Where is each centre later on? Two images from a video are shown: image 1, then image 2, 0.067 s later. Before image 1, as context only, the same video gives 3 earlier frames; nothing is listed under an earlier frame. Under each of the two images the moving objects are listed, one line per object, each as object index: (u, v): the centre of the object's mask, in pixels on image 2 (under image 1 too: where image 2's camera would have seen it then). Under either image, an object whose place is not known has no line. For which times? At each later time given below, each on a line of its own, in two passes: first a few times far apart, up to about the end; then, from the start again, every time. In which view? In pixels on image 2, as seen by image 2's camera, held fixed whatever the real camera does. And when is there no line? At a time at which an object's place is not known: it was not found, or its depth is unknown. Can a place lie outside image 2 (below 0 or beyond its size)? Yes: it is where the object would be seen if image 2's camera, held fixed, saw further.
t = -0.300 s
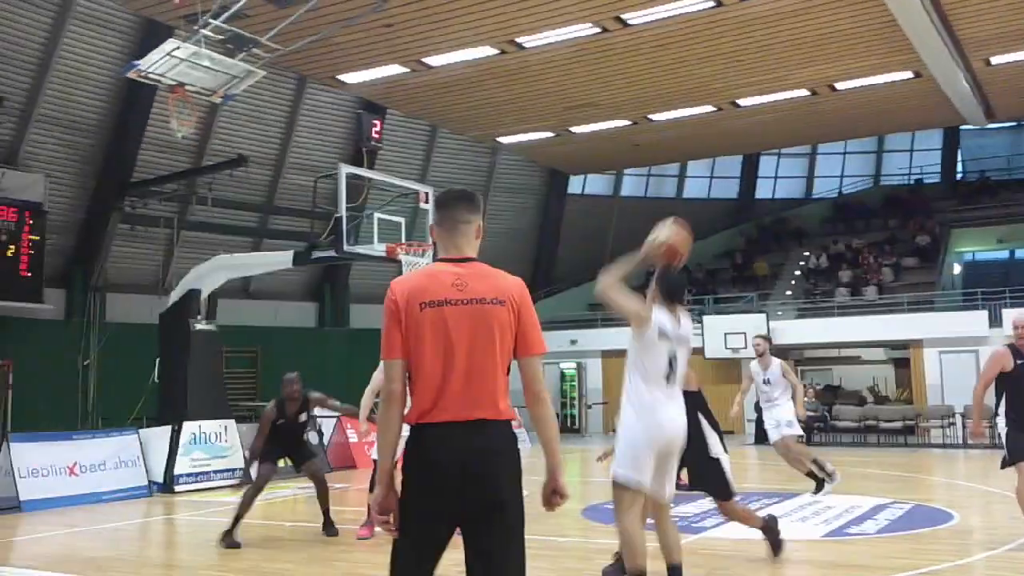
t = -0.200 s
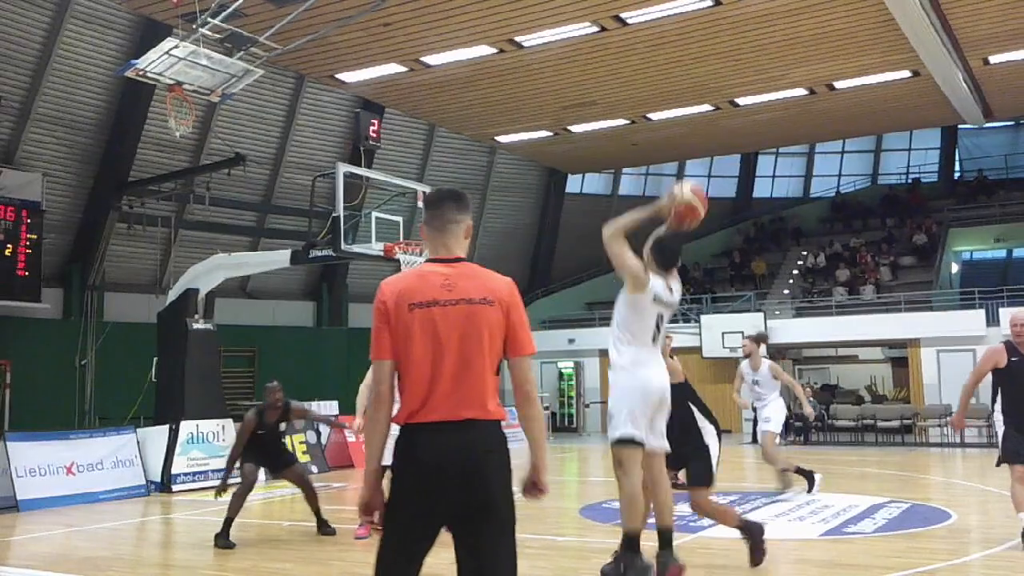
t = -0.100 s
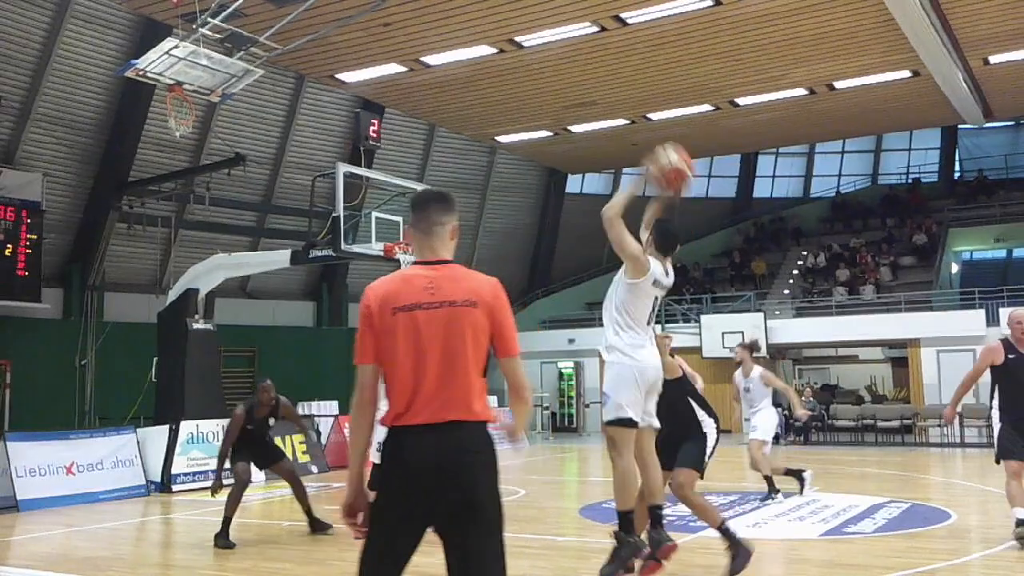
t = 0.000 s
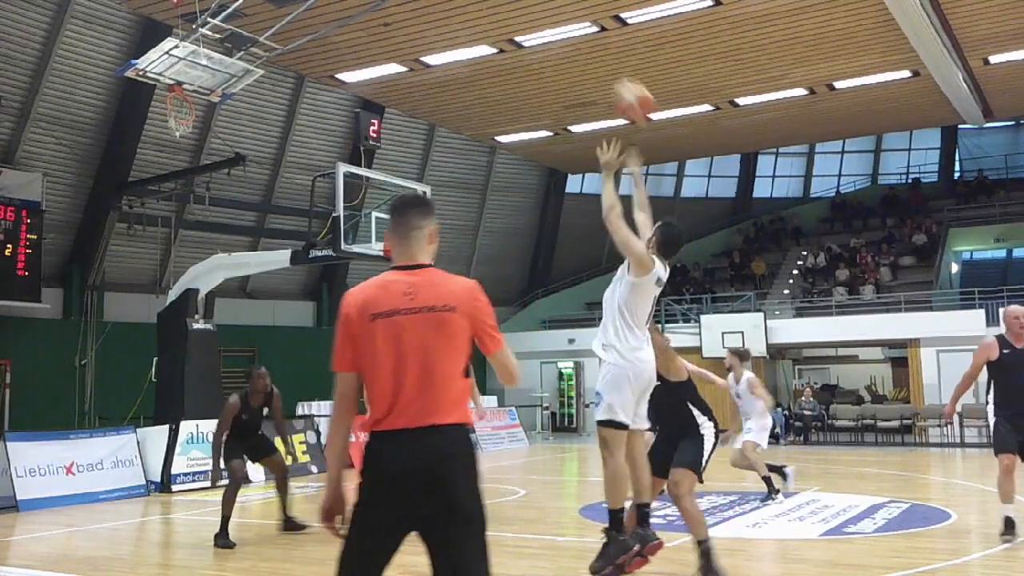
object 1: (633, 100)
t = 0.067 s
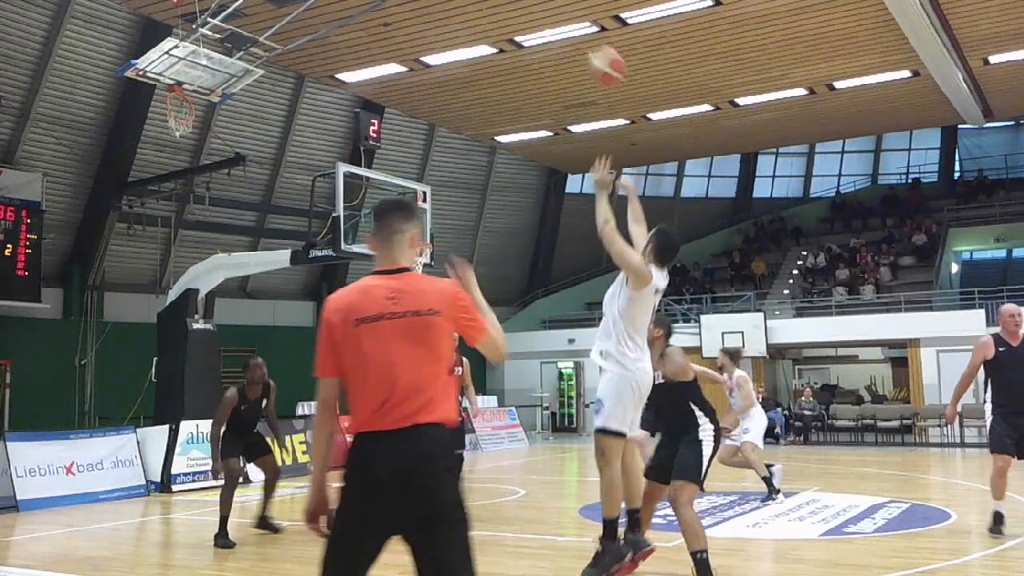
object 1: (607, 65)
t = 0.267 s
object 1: (542, 12)
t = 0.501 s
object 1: (495, 20)
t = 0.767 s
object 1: (456, 84)
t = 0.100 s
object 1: (594, 52)
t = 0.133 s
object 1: (584, 47)
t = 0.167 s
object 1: (571, 26)
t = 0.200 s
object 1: (559, 21)
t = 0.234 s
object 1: (549, 20)
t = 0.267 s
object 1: (542, 12)
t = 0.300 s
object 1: (535, 10)
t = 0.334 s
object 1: (526, 10)
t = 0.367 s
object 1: (520, 10)
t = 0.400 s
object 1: (513, 10)
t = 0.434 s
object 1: (506, 11)
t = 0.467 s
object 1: (500, 16)
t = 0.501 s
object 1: (495, 20)
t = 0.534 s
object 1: (488, 24)
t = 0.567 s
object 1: (483, 28)
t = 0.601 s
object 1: (478, 36)
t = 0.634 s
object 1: (473, 45)
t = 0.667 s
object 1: (467, 53)
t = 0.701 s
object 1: (465, 67)
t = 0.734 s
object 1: (460, 73)
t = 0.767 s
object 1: (456, 84)
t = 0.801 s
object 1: (452, 94)
